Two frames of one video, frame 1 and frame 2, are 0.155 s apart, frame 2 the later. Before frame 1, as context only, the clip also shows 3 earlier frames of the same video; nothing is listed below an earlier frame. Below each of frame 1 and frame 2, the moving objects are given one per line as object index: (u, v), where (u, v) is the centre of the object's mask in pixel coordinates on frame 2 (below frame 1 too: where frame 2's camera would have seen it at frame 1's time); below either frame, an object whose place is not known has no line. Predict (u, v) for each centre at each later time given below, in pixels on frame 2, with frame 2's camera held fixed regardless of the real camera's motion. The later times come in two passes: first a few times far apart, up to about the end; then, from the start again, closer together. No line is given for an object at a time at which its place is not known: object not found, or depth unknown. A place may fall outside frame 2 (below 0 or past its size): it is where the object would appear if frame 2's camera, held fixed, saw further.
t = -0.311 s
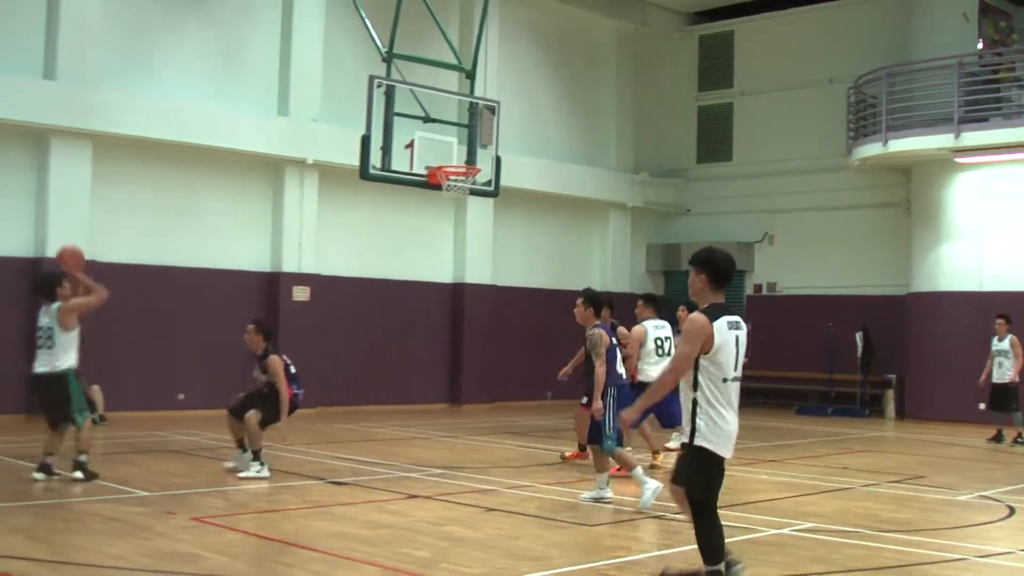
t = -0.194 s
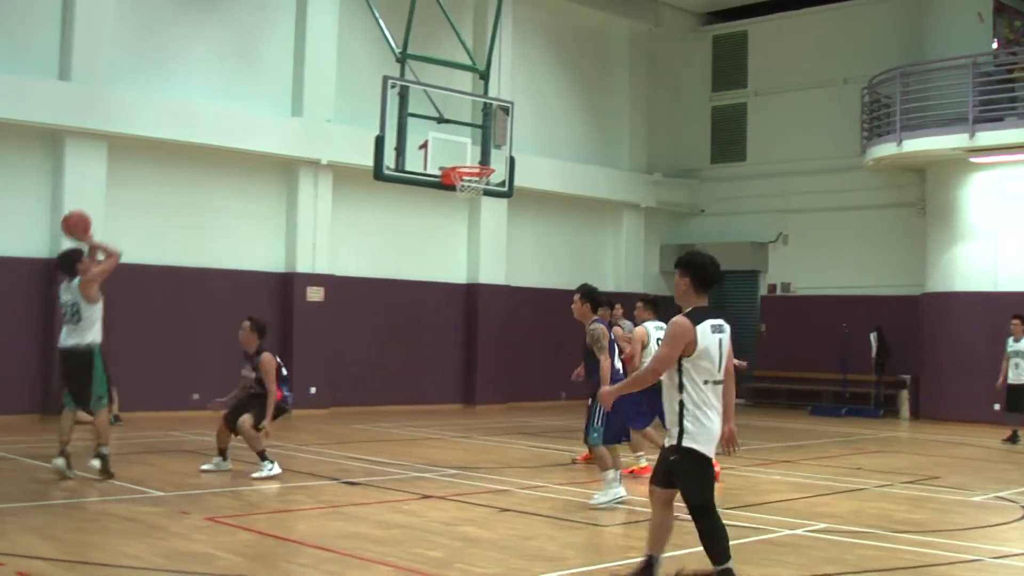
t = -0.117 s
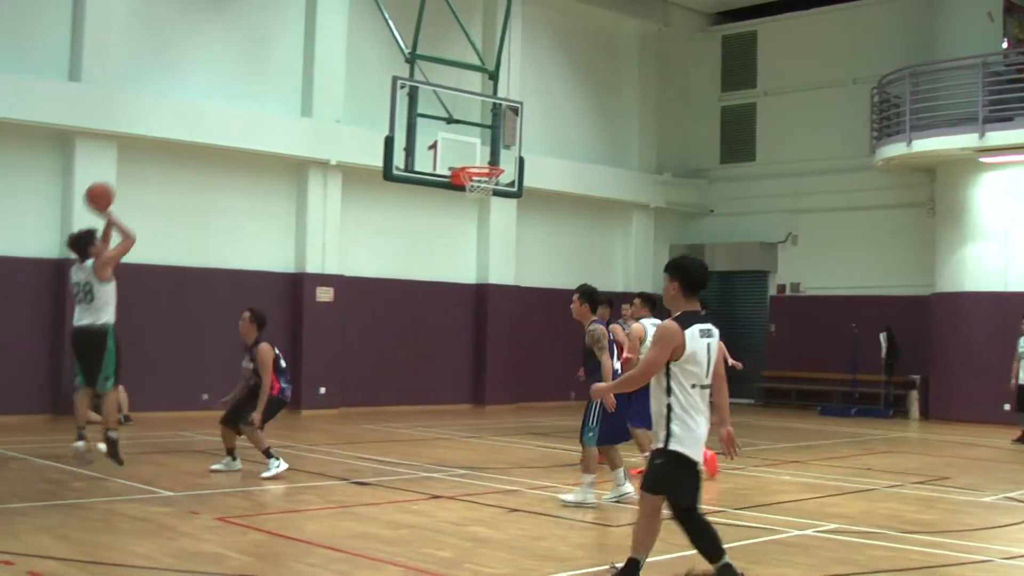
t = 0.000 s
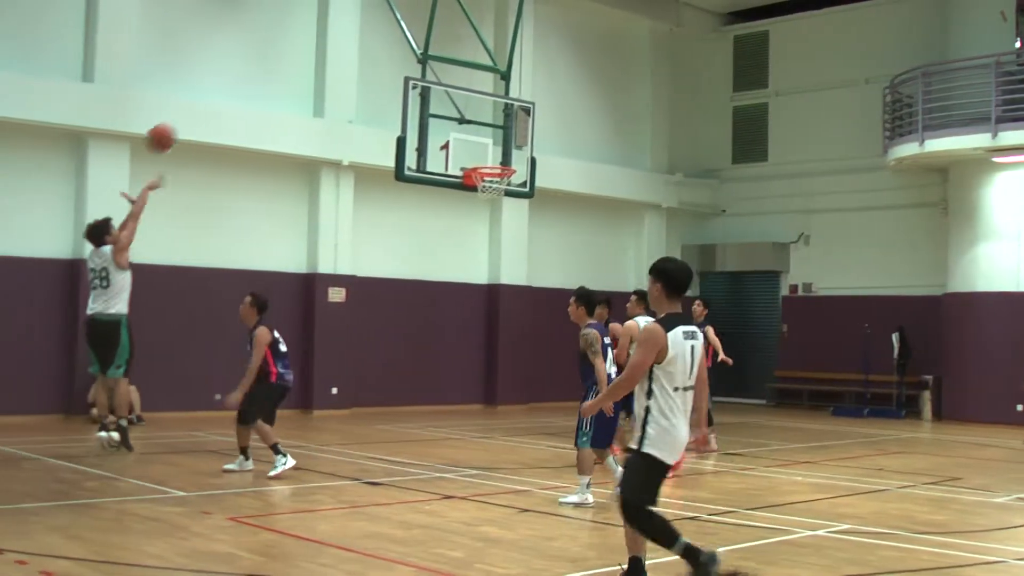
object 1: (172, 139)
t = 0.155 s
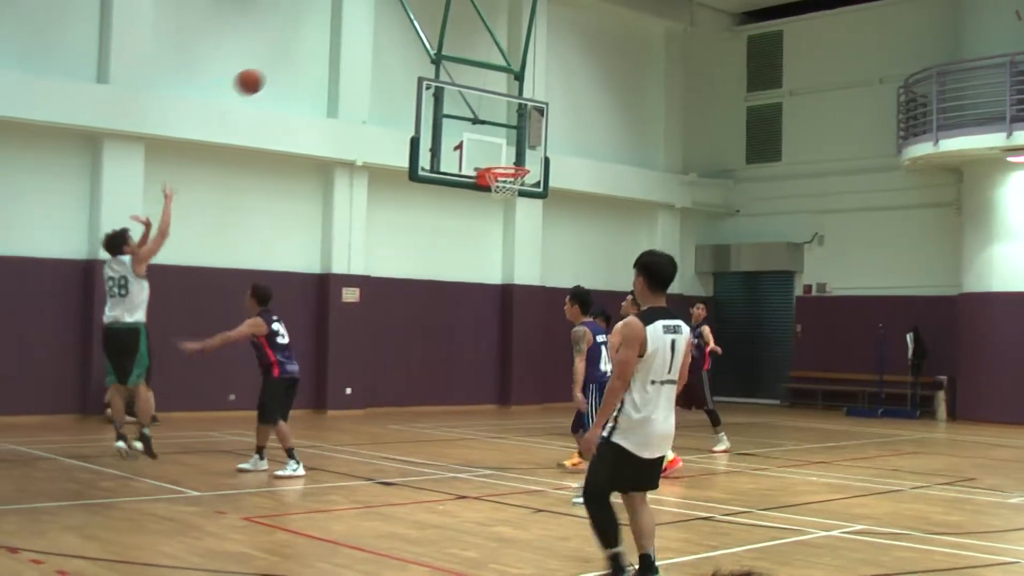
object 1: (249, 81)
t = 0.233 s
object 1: (285, 64)
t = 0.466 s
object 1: (381, 54)
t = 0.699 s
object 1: (461, 96)
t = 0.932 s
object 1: (514, 173)
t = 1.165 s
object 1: (487, 221)
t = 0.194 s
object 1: (267, 71)
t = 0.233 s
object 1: (285, 64)
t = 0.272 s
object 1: (302, 59)
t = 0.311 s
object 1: (319, 54)
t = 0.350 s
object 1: (335, 52)
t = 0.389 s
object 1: (351, 51)
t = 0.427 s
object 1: (366, 52)
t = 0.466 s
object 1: (381, 54)
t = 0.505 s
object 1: (395, 57)
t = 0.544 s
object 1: (408, 62)
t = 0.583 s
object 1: (421, 69)
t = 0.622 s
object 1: (435, 76)
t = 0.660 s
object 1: (449, 85)
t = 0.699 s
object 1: (461, 96)
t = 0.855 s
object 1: (511, 150)
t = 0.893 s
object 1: (523, 162)
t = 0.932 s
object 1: (514, 173)
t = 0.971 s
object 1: (508, 178)
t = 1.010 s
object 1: (502, 187)
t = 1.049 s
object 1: (498, 193)
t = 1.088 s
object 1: (495, 200)
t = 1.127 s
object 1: (491, 210)
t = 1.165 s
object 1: (487, 221)
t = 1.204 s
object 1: (484, 233)
